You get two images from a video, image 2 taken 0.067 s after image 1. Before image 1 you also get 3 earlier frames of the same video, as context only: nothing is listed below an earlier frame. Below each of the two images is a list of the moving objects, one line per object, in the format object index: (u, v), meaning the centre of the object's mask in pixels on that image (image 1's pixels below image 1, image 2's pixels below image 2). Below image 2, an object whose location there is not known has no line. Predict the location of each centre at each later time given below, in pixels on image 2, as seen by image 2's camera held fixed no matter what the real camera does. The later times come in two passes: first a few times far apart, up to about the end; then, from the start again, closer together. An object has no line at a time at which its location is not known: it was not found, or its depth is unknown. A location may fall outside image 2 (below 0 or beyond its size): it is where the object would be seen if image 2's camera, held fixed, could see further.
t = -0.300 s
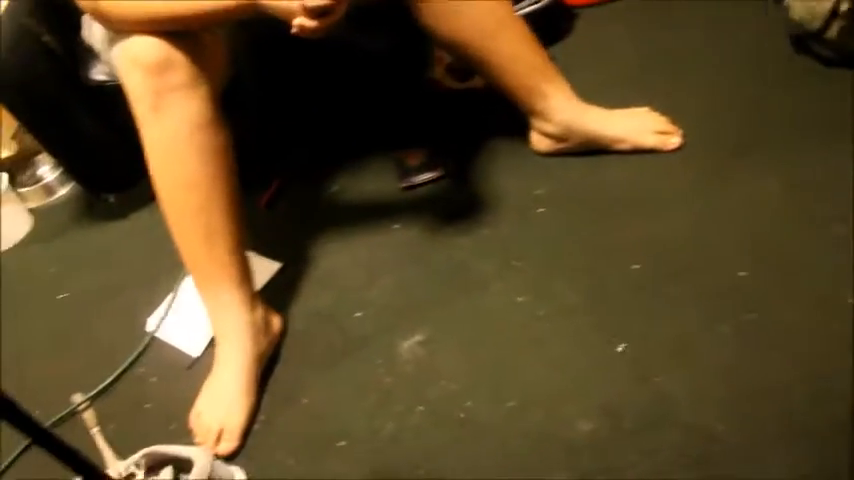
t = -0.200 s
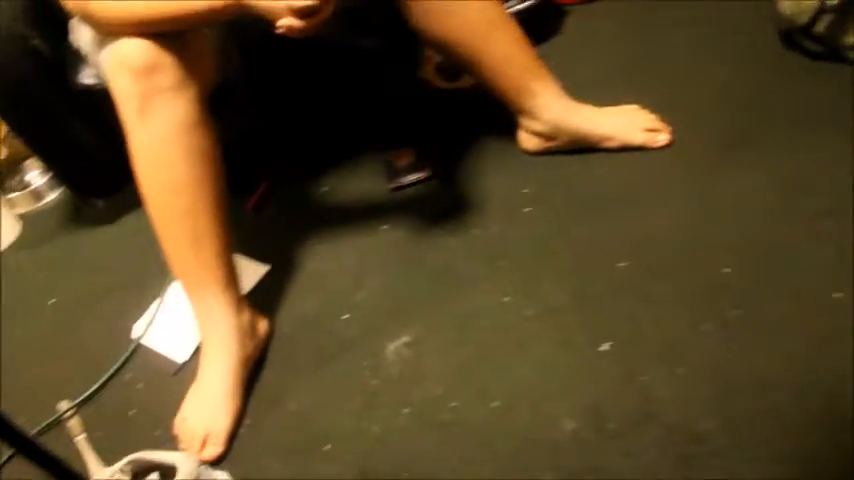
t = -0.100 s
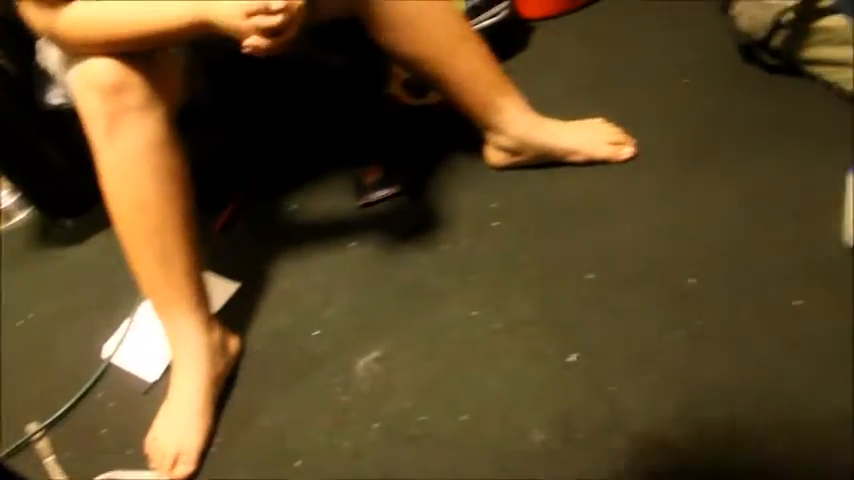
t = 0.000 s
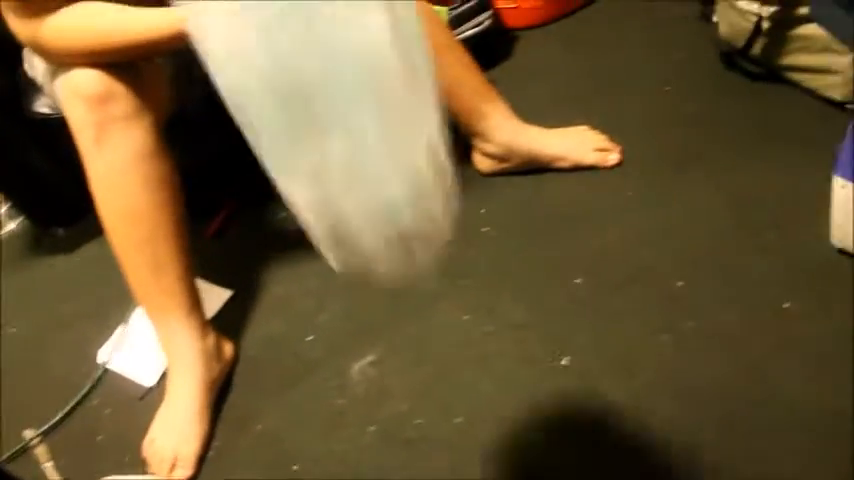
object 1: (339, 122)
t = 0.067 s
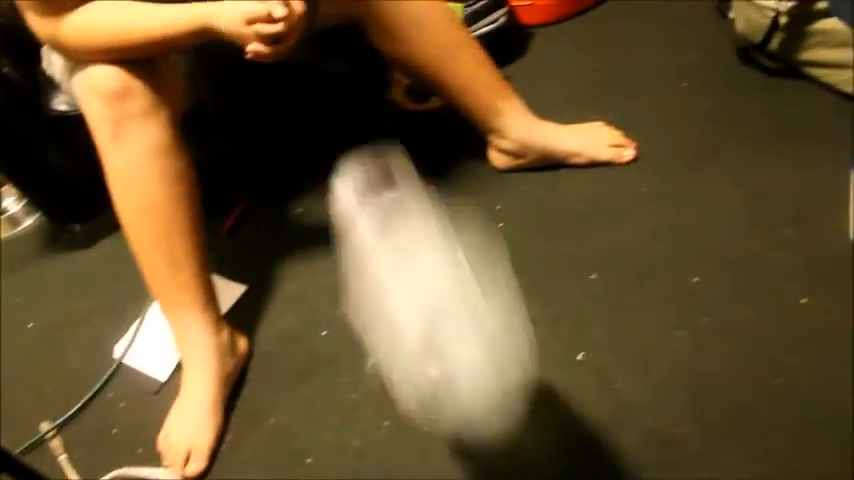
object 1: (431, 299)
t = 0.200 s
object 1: (487, 421)
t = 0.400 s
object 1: (503, 443)
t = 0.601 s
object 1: (490, 450)
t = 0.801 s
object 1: (470, 453)
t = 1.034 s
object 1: (467, 448)
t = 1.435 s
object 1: (473, 438)
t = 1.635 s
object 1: (467, 434)
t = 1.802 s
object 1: (467, 423)
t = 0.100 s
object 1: (479, 406)
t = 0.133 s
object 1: (487, 420)
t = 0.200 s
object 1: (487, 421)
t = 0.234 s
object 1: (489, 423)
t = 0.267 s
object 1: (494, 428)
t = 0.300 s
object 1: (499, 435)
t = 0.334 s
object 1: (503, 440)
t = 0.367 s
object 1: (504, 441)
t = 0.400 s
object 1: (503, 443)
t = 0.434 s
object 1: (504, 444)
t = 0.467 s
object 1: (504, 446)
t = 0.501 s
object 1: (503, 447)
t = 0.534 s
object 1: (500, 448)
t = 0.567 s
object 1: (495, 448)
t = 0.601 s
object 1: (490, 450)
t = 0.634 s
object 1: (485, 451)
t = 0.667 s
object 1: (479, 453)
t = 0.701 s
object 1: (476, 453)
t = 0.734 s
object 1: (474, 453)
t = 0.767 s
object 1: (472, 453)
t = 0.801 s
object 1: (470, 453)
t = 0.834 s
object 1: (465, 453)
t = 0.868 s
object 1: (461, 452)
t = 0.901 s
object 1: (458, 452)
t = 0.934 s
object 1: (459, 451)
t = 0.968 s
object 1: (461, 450)
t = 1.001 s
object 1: (464, 449)
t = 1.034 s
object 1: (467, 448)
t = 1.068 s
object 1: (469, 447)
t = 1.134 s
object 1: (473, 444)
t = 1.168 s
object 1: (475, 443)
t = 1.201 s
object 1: (477, 442)
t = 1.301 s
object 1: (478, 438)
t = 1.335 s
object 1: (477, 438)
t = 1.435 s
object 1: (473, 438)
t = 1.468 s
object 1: (472, 439)
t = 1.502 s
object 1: (470, 439)
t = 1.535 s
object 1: (469, 438)
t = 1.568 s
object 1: (468, 437)
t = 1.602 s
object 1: (467, 435)
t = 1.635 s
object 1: (467, 434)
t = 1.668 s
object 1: (466, 431)
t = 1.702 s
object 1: (466, 429)
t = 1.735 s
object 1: (466, 427)
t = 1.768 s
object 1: (466, 425)
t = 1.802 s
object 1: (467, 423)
